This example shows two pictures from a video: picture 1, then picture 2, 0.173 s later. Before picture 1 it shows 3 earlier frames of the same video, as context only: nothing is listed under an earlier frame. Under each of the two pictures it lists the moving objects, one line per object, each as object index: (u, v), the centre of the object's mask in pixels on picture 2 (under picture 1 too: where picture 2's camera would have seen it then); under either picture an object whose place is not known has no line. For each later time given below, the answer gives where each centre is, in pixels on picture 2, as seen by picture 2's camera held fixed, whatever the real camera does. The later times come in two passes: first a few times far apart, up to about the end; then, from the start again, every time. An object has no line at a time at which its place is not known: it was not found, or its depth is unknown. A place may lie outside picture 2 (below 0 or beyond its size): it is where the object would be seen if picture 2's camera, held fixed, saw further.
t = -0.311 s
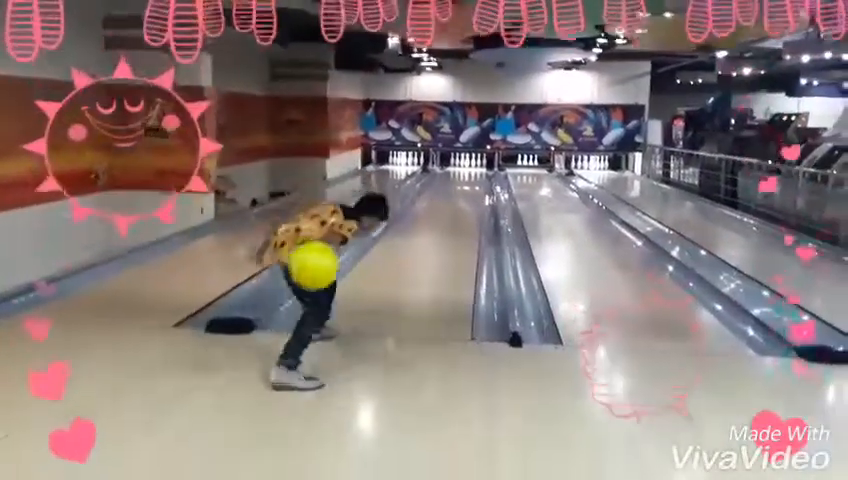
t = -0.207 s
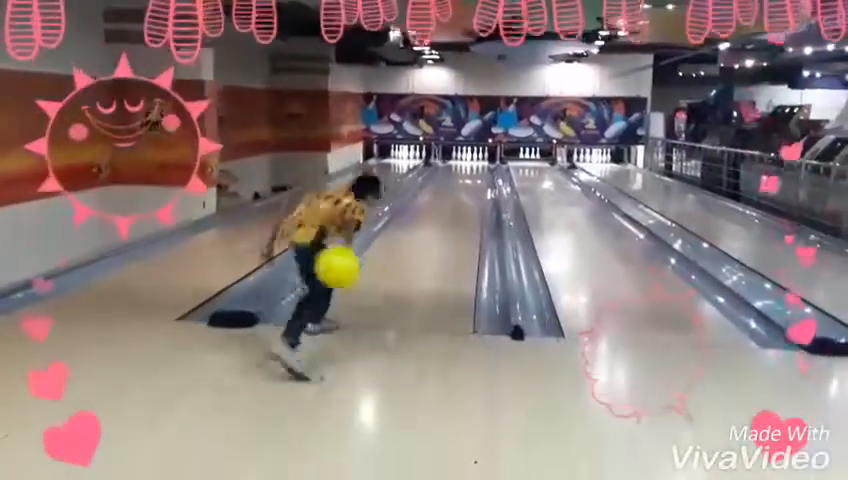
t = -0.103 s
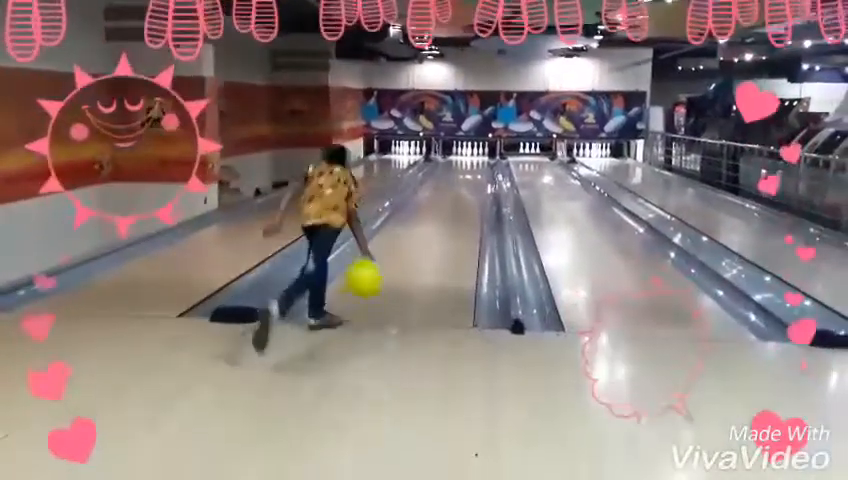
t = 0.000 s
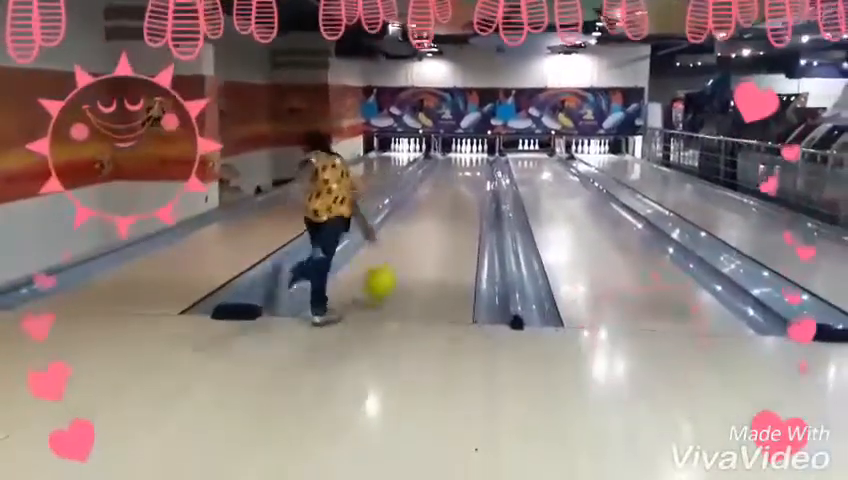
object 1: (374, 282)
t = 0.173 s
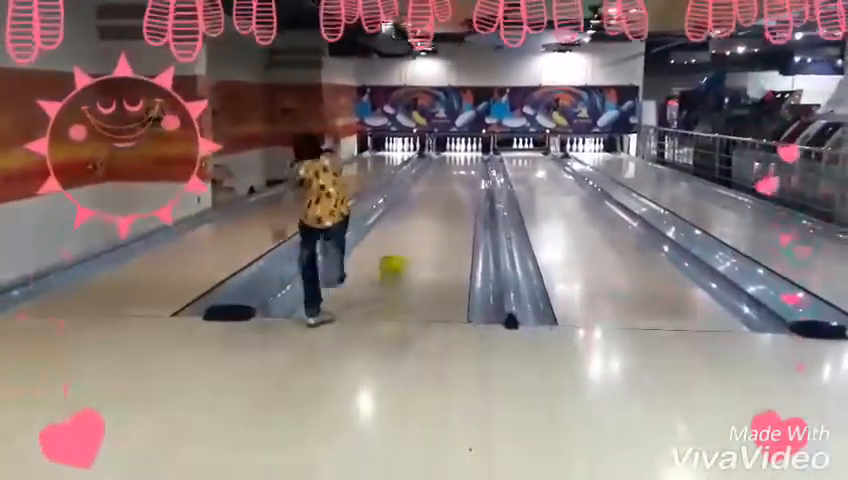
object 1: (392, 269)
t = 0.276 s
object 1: (401, 256)
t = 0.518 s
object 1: (418, 227)
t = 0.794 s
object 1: (430, 211)
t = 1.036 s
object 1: (434, 201)
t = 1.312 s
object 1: (441, 193)
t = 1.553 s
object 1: (443, 184)
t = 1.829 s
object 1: (446, 178)
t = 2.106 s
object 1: (445, 175)
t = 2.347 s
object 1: (444, 172)
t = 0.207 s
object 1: (395, 263)
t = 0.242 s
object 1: (398, 261)
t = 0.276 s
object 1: (401, 256)
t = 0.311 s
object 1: (404, 253)
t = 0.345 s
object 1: (405, 250)
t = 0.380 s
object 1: (410, 239)
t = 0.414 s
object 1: (412, 236)
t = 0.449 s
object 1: (414, 233)
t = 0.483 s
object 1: (416, 231)
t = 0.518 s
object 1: (418, 227)
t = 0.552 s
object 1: (419, 225)
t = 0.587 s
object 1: (421, 223)
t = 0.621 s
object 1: (423, 221)
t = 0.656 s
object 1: (424, 218)
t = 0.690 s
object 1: (426, 216)
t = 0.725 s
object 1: (428, 213)
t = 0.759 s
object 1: (428, 213)
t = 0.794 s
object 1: (430, 211)
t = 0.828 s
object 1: (431, 209)
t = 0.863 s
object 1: (431, 208)
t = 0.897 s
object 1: (432, 205)
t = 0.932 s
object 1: (433, 204)
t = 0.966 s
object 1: (434, 203)
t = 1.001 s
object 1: (435, 201)
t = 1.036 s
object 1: (434, 201)
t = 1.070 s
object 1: (436, 199)
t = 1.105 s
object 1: (437, 198)
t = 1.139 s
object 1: (437, 198)
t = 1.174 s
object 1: (438, 197)
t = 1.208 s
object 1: (439, 196)
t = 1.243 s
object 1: (440, 195)
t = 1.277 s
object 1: (440, 195)
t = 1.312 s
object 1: (441, 193)
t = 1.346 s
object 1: (441, 192)
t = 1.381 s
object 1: (442, 190)
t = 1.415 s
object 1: (443, 187)
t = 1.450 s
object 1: (443, 186)
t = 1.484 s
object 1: (443, 186)
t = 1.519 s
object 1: (443, 184)
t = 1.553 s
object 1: (443, 184)
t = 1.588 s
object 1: (443, 183)
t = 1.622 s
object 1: (444, 182)
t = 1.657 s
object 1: (444, 182)
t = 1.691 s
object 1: (445, 181)
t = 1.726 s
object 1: (445, 180)
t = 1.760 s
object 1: (445, 180)
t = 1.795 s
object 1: (445, 178)
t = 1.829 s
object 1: (446, 178)
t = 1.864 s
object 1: (445, 178)
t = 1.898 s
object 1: (445, 178)
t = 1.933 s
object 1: (445, 178)
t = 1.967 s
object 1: (445, 177)
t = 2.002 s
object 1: (445, 177)
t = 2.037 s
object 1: (445, 175)
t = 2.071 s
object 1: (445, 175)
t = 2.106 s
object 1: (445, 175)
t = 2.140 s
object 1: (445, 175)
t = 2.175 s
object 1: (445, 175)
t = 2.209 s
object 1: (445, 175)
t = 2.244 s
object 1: (444, 172)
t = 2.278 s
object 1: (444, 172)
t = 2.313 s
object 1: (444, 172)
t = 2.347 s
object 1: (444, 172)
